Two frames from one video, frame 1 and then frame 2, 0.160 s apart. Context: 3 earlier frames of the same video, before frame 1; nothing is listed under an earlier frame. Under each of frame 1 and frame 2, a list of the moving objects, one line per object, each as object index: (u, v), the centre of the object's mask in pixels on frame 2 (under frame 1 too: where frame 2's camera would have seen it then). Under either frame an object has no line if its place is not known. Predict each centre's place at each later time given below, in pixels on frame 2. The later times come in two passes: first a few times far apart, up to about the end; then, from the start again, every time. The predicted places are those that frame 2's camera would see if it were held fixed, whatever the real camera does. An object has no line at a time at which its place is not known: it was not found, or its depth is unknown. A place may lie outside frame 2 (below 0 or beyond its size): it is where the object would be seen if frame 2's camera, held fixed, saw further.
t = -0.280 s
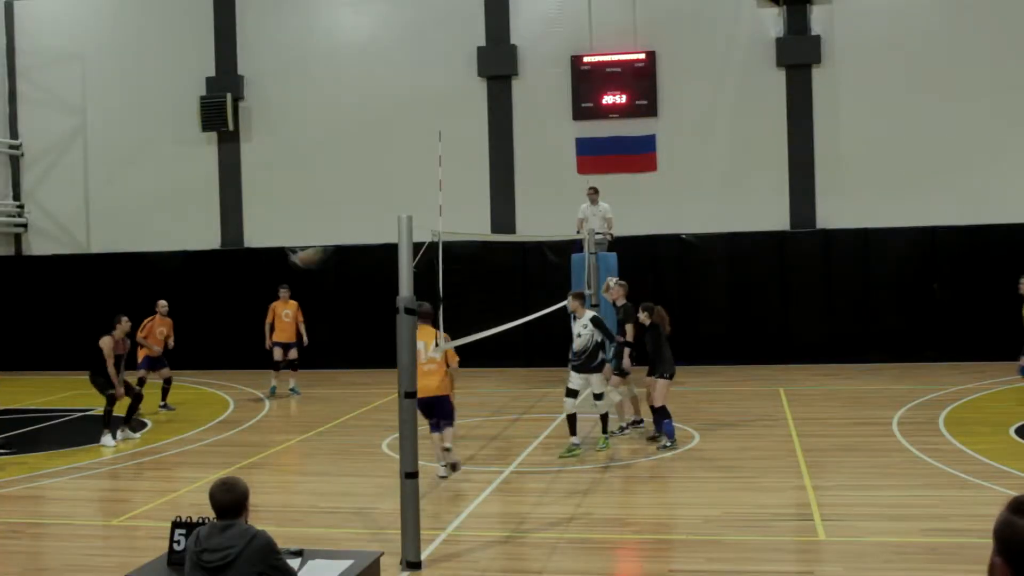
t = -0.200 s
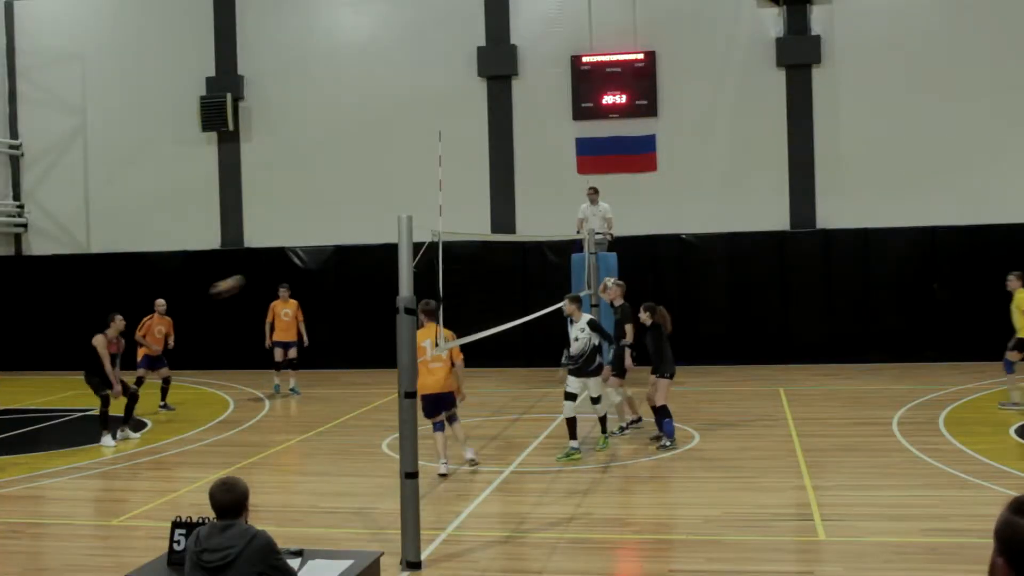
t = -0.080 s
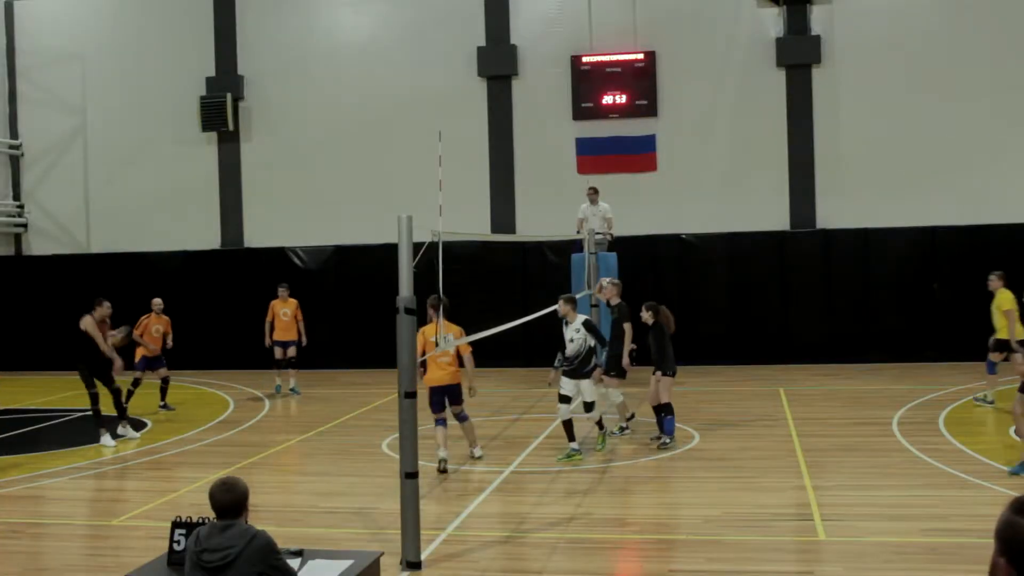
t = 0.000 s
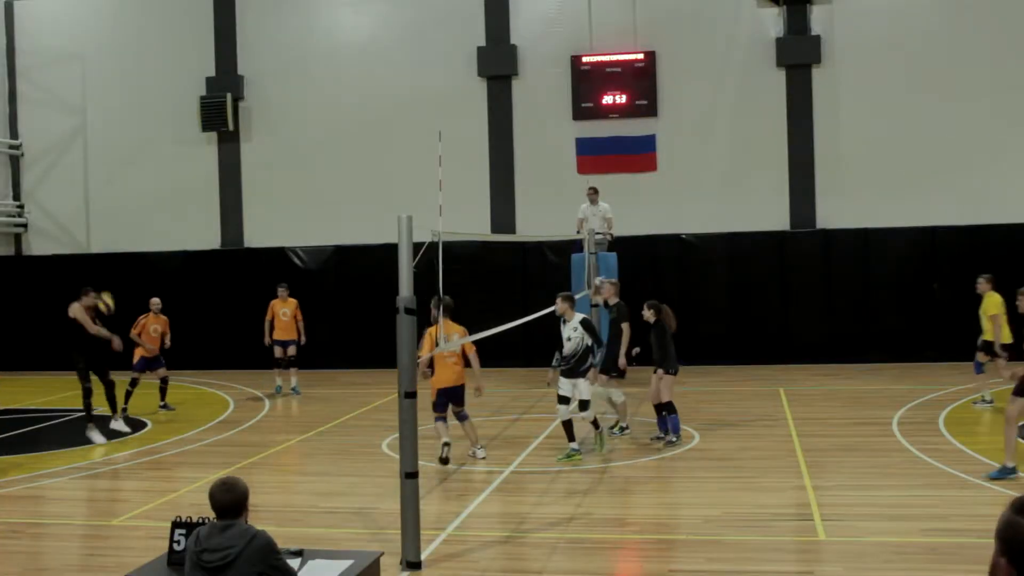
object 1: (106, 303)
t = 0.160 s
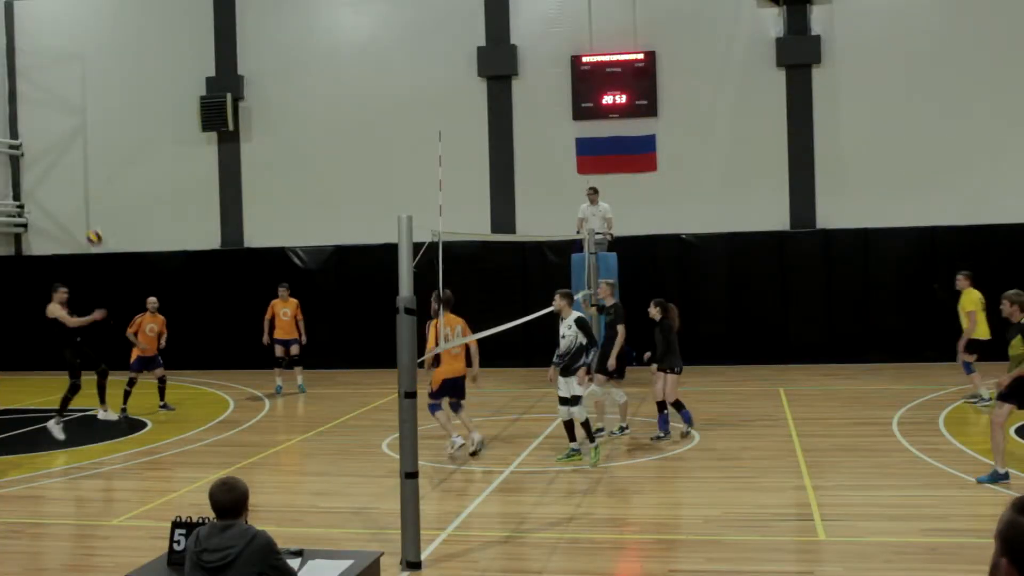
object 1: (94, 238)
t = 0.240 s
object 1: (91, 212)
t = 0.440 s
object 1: (77, 165)
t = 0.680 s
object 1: (63, 152)
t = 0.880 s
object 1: (51, 181)
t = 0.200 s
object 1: (93, 223)
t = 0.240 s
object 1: (91, 212)
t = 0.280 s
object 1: (88, 200)
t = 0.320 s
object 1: (85, 189)
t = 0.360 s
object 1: (83, 180)
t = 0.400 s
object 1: (81, 171)
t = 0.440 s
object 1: (77, 165)
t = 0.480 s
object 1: (74, 159)
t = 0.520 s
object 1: (73, 155)
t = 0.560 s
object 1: (70, 153)
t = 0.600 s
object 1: (67, 151)
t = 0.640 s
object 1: (66, 151)
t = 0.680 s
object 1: (63, 152)
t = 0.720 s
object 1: (60, 155)
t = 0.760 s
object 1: (57, 159)
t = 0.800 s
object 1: (56, 165)
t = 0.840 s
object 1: (53, 172)
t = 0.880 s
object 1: (51, 181)
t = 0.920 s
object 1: (49, 191)
